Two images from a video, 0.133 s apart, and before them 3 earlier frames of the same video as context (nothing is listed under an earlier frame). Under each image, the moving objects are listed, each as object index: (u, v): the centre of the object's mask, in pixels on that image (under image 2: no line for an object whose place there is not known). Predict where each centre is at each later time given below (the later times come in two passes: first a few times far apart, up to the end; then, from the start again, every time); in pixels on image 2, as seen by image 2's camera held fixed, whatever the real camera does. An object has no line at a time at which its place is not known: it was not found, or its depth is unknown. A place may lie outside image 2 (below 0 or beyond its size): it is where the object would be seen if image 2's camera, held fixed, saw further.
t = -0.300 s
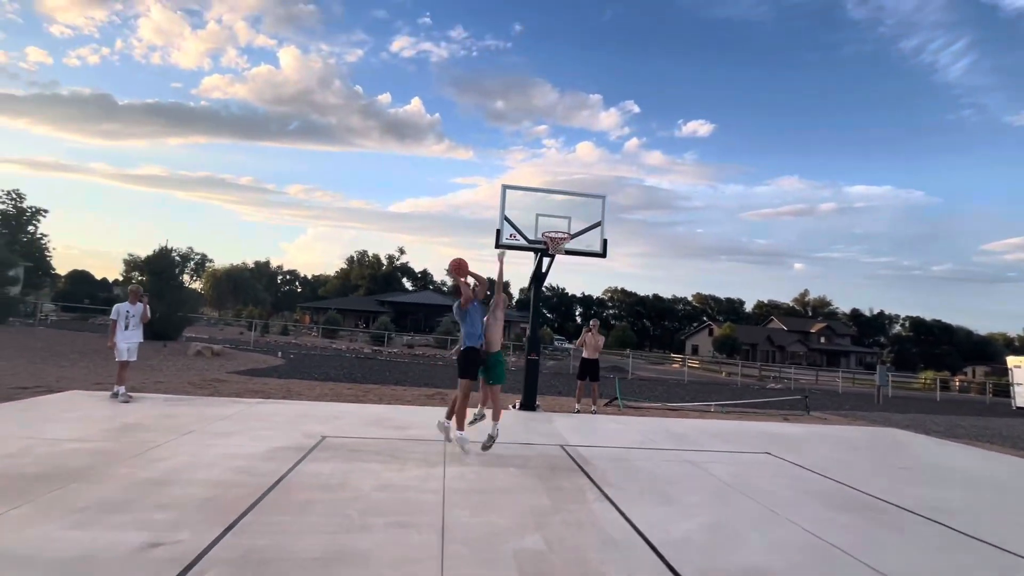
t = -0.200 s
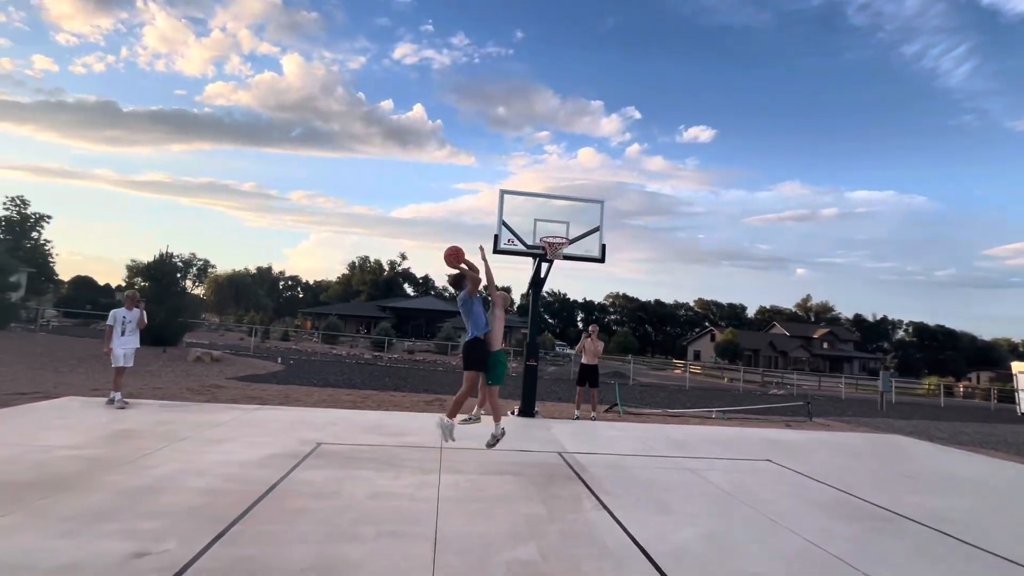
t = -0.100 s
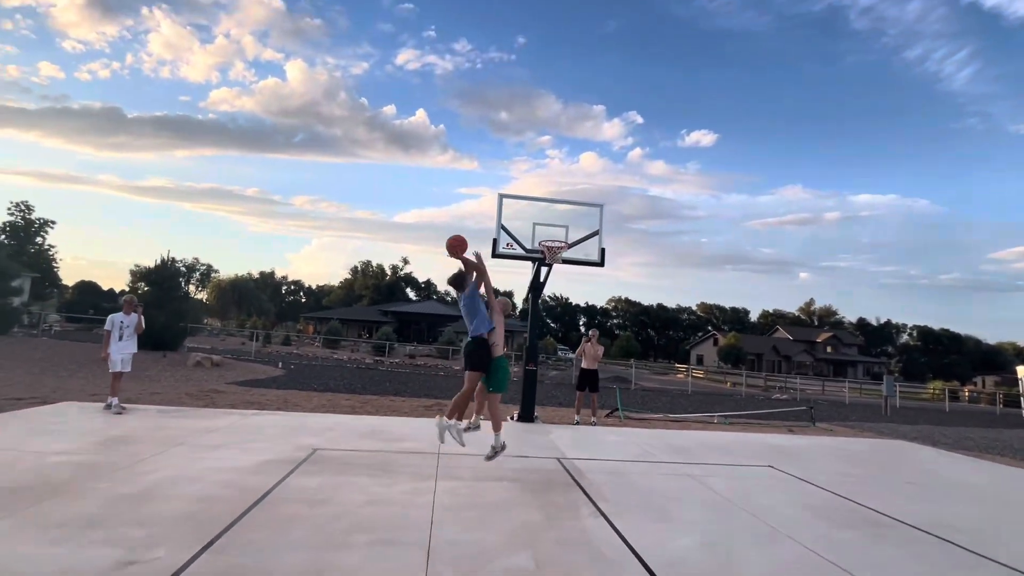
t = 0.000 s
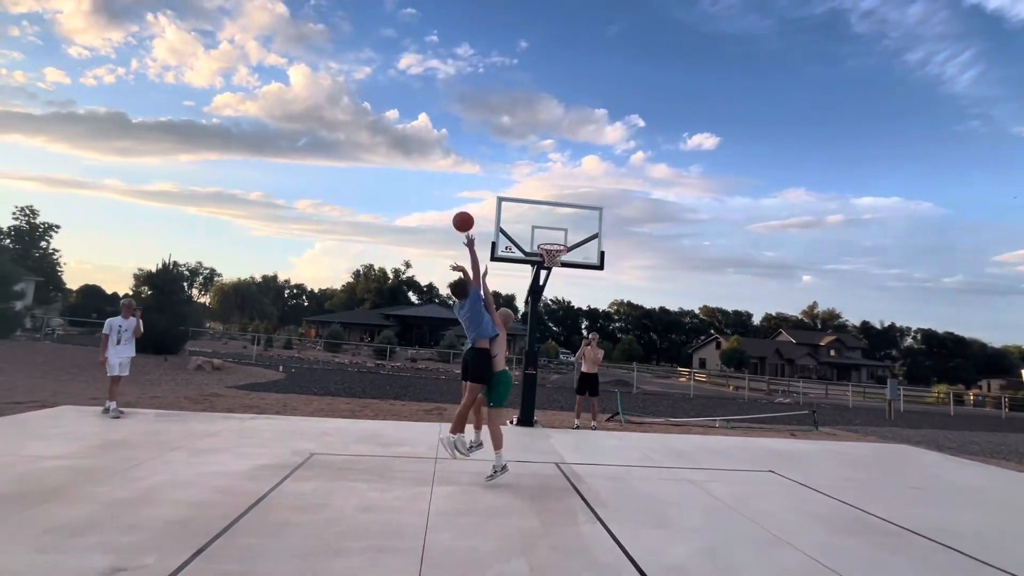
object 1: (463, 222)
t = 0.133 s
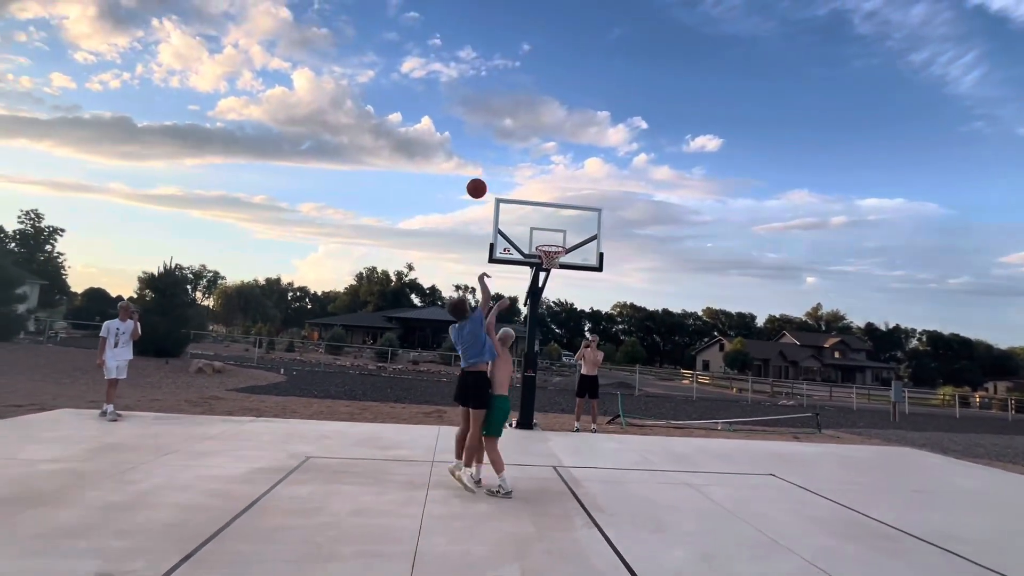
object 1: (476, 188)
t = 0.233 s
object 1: (486, 175)
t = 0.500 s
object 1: (505, 178)
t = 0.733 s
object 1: (515, 214)
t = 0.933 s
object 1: (525, 264)
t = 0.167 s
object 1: (480, 183)
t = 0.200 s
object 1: (483, 178)
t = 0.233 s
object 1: (486, 175)
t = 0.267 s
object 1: (489, 172)
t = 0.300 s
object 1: (492, 171)
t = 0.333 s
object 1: (494, 170)
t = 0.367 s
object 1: (496, 170)
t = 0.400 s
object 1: (499, 171)
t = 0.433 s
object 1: (501, 172)
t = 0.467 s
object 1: (503, 175)
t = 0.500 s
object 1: (505, 178)
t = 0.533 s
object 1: (507, 181)
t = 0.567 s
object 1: (509, 185)
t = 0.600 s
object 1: (510, 190)
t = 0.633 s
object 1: (512, 195)
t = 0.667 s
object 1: (514, 201)
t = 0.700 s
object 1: (515, 208)
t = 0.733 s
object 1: (515, 214)
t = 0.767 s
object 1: (517, 222)
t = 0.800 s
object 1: (518, 230)
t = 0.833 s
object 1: (519, 239)
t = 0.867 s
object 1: (521, 247)
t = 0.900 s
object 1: (523, 258)
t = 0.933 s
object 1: (525, 264)
